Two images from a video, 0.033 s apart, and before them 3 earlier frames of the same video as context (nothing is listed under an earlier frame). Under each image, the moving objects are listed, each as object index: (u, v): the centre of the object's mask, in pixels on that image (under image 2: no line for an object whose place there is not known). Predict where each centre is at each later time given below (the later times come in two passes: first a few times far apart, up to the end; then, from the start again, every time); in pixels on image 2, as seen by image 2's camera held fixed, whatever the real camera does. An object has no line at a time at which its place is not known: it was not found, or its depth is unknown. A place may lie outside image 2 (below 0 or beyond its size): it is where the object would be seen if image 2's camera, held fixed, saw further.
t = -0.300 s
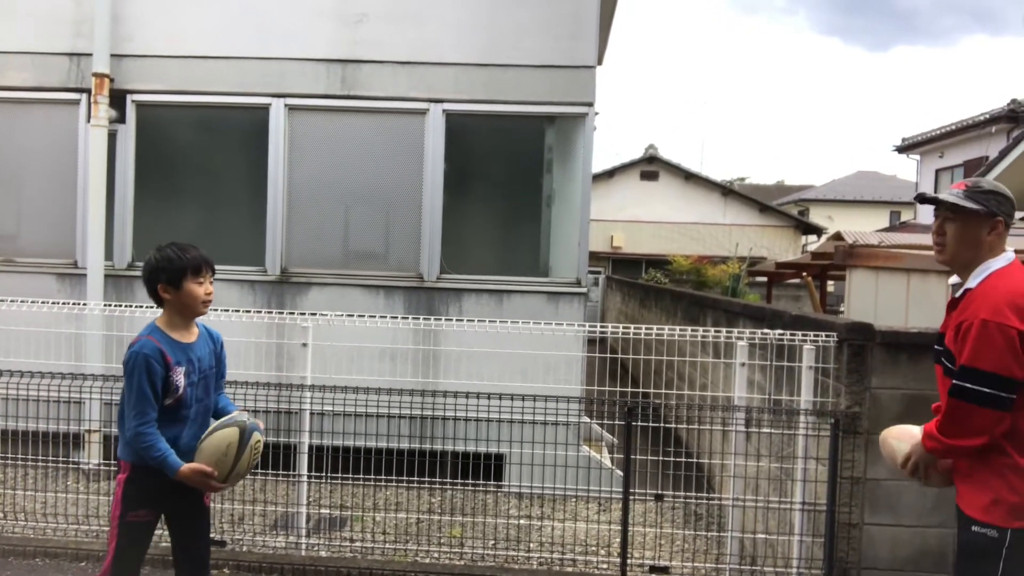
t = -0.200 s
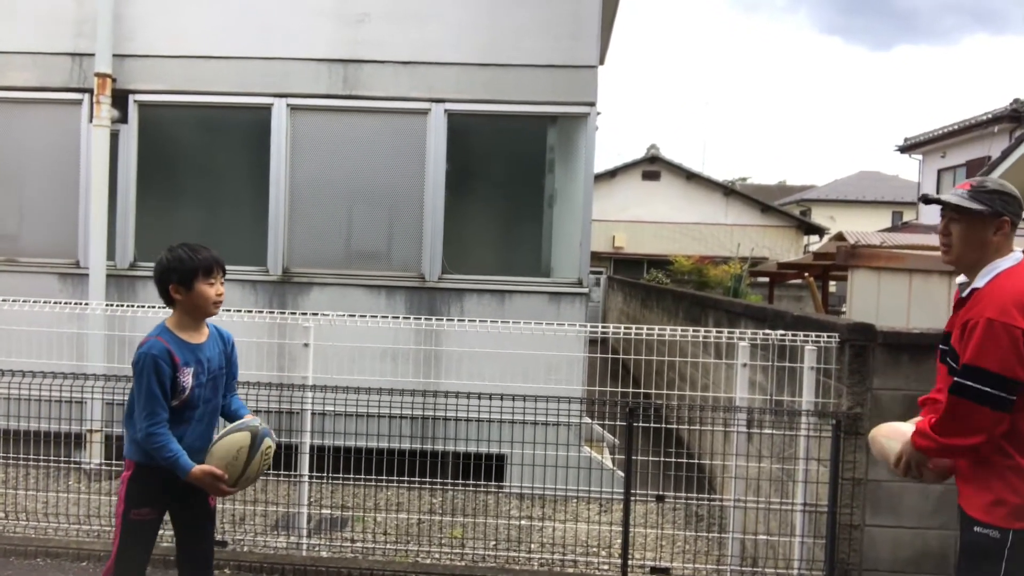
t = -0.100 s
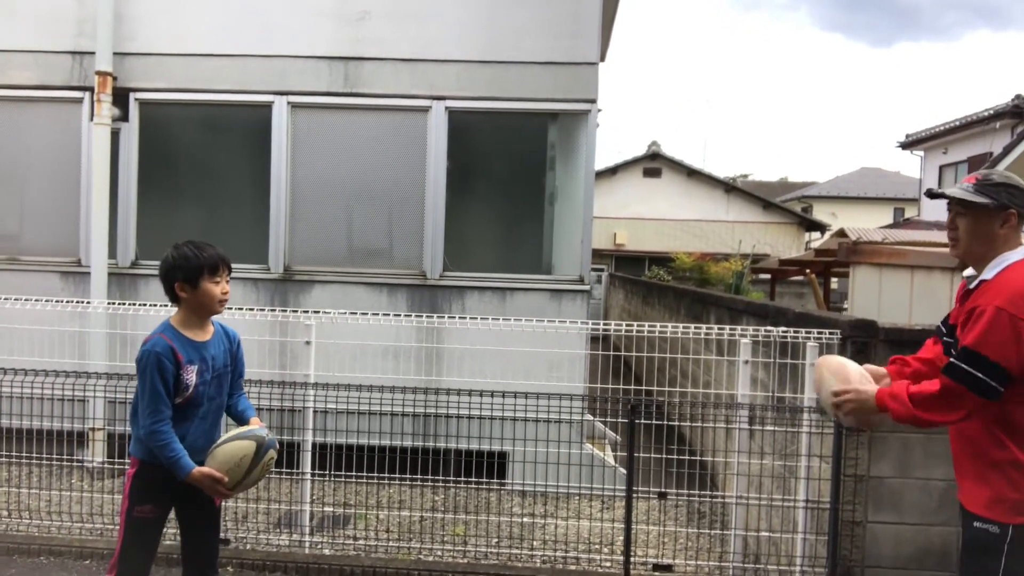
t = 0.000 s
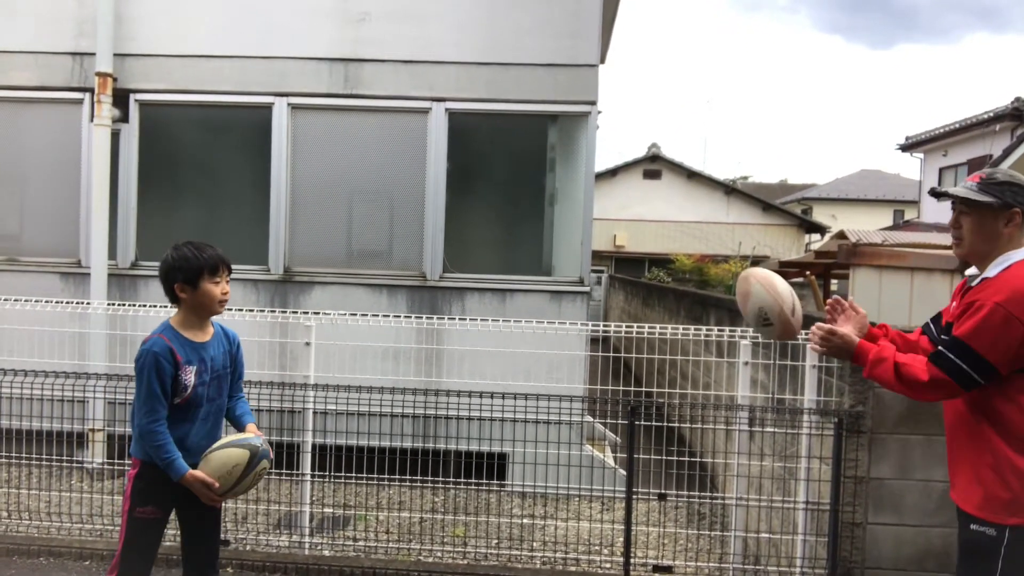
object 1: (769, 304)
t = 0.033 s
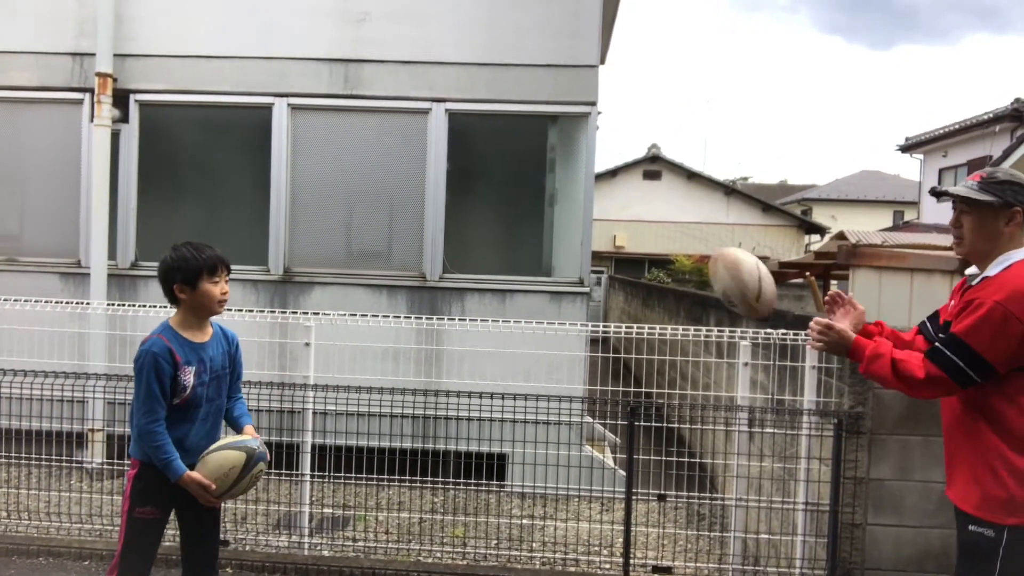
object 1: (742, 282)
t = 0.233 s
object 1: (586, 217)
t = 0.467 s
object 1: (409, 284)
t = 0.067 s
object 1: (717, 263)
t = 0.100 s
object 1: (690, 248)
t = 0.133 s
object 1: (664, 235)
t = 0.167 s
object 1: (637, 226)
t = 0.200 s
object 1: (612, 220)
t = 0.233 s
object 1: (586, 217)
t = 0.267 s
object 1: (560, 218)
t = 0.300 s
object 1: (535, 221)
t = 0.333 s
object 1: (510, 227)
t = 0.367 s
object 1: (485, 237)
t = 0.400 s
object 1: (459, 250)
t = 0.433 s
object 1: (435, 265)
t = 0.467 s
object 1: (409, 284)
